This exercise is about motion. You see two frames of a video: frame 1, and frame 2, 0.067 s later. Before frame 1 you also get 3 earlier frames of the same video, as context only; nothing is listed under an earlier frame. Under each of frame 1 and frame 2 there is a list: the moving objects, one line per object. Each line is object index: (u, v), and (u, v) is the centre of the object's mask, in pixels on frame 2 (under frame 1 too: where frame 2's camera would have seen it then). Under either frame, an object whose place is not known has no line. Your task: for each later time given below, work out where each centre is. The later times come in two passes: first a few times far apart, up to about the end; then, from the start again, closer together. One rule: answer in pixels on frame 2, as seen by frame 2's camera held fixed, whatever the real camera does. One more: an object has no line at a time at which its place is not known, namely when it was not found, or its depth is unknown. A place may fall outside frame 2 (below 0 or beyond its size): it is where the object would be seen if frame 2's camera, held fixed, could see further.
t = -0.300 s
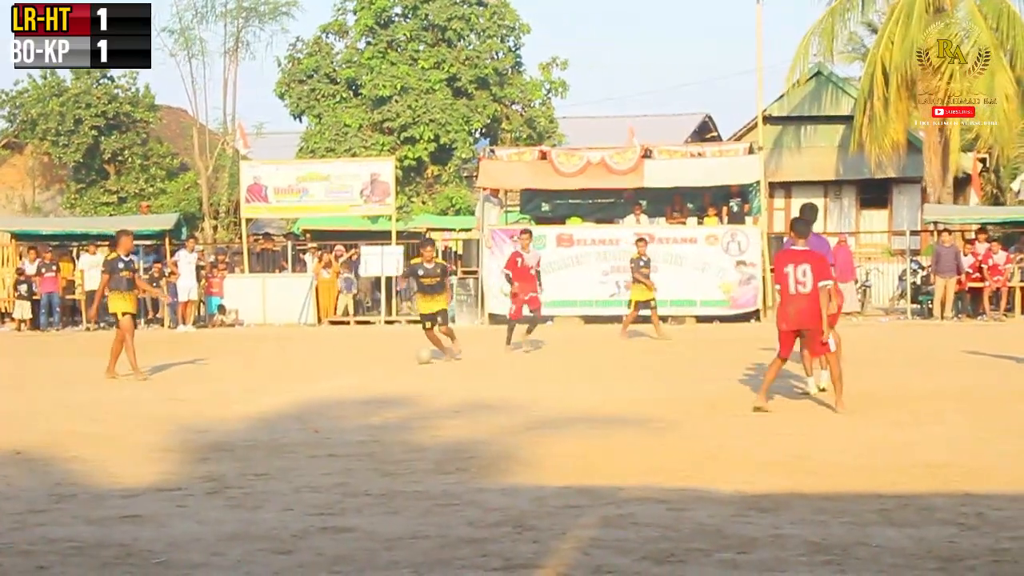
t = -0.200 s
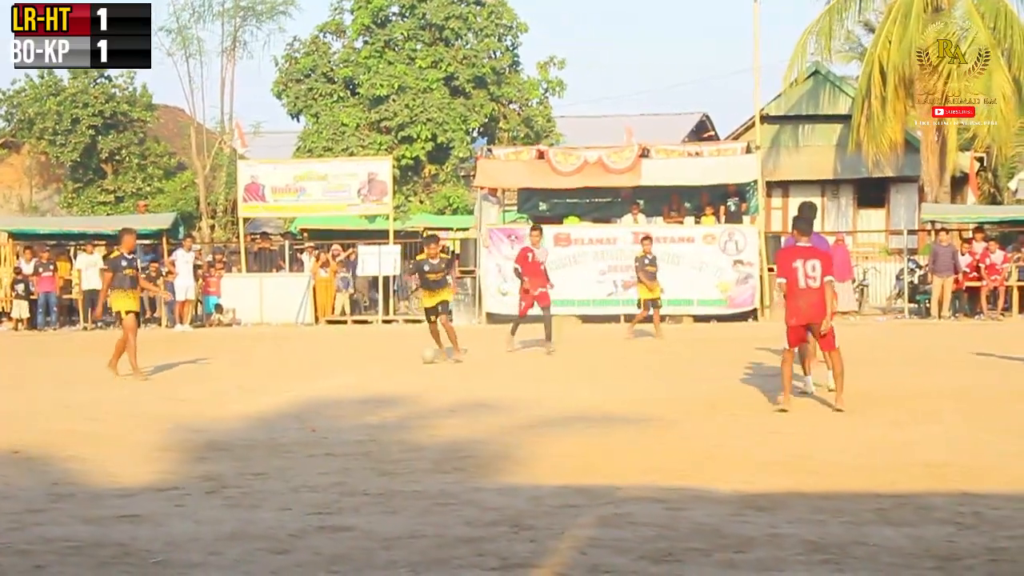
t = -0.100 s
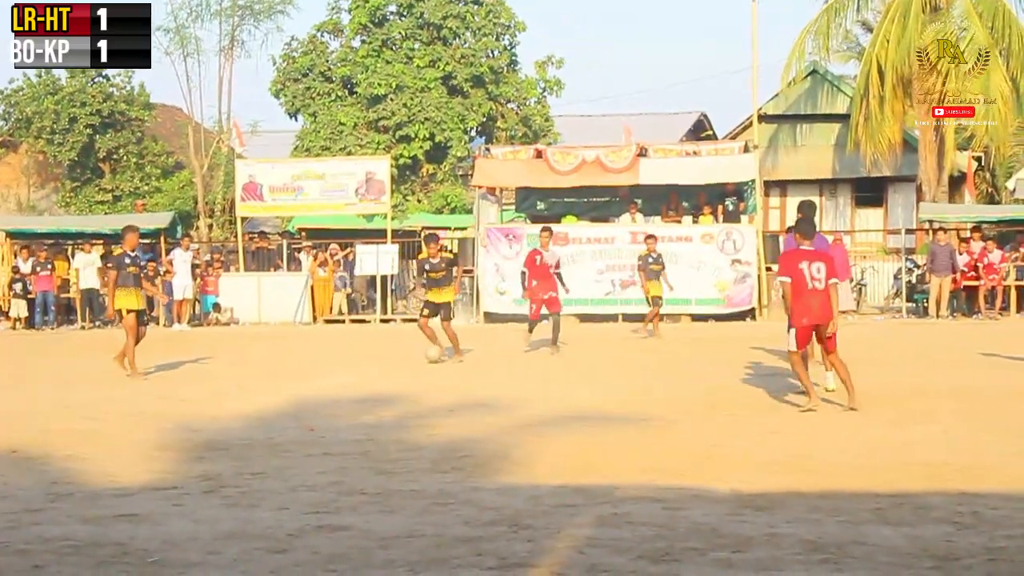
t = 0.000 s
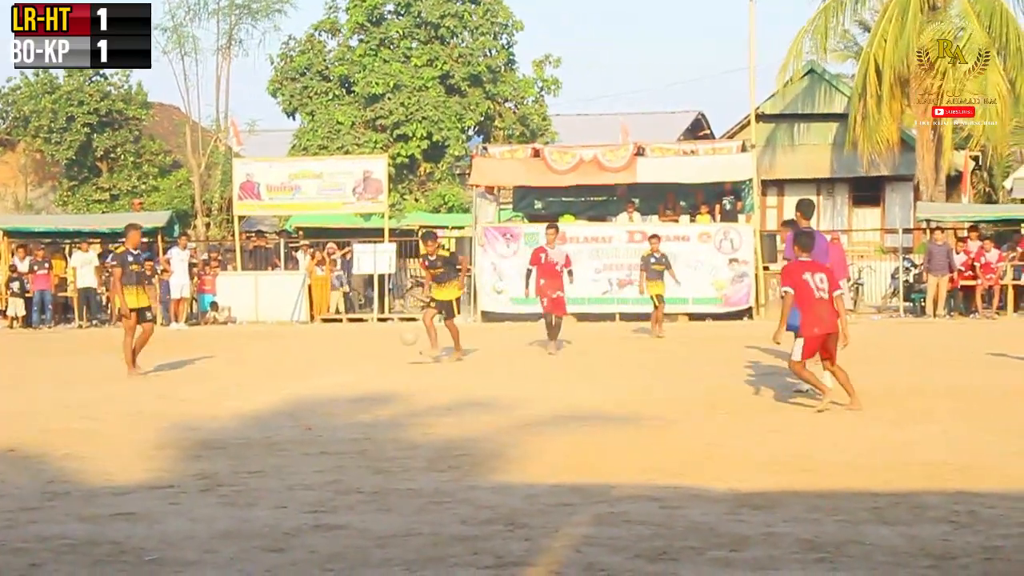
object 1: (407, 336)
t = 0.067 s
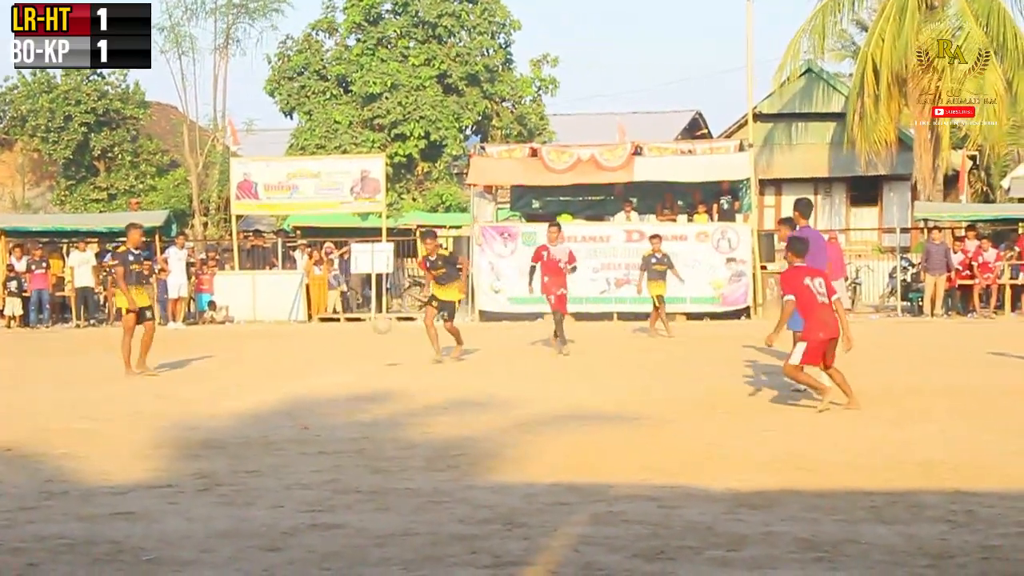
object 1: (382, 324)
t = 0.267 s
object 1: (299, 330)
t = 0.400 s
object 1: (239, 373)
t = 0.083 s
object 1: (375, 323)
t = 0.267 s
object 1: (299, 330)
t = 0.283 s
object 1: (292, 334)
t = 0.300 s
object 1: (284, 338)
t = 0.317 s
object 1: (277, 343)
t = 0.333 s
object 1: (269, 348)
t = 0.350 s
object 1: (262, 354)
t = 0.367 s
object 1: (254, 359)
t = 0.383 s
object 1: (246, 366)
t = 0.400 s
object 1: (239, 373)
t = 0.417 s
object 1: (231, 380)
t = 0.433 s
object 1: (224, 388)
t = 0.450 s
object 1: (217, 397)
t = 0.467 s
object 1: (209, 405)
